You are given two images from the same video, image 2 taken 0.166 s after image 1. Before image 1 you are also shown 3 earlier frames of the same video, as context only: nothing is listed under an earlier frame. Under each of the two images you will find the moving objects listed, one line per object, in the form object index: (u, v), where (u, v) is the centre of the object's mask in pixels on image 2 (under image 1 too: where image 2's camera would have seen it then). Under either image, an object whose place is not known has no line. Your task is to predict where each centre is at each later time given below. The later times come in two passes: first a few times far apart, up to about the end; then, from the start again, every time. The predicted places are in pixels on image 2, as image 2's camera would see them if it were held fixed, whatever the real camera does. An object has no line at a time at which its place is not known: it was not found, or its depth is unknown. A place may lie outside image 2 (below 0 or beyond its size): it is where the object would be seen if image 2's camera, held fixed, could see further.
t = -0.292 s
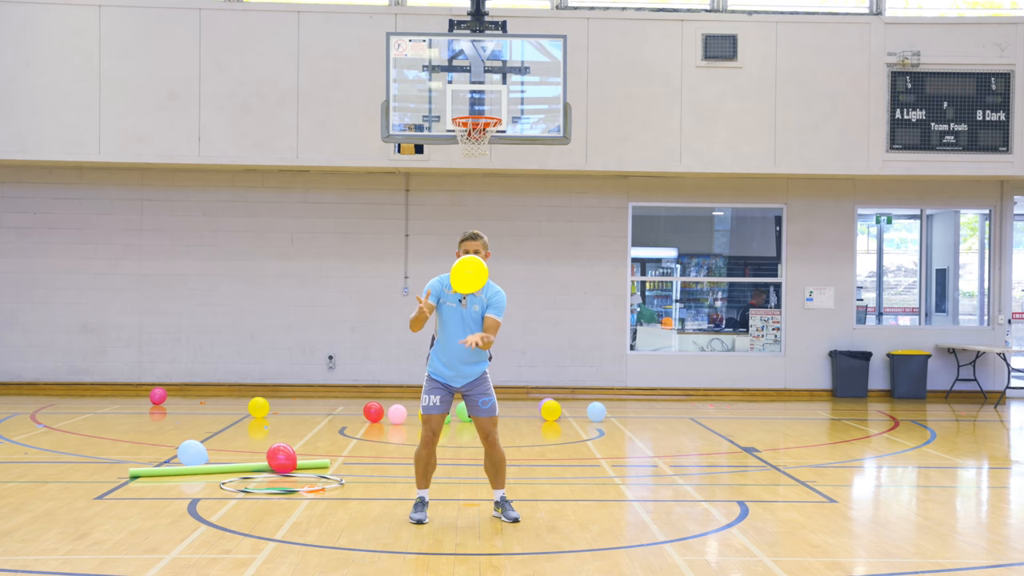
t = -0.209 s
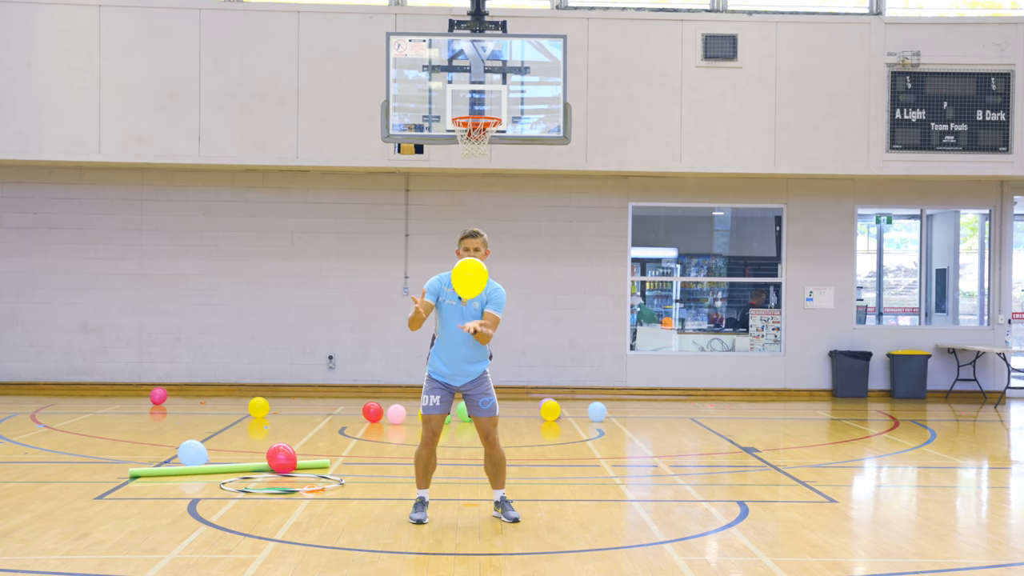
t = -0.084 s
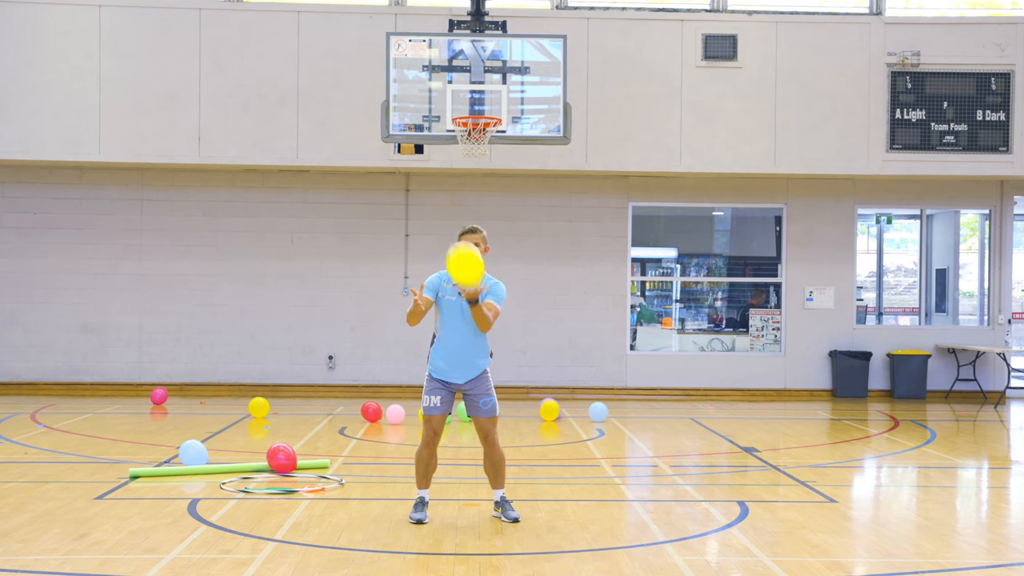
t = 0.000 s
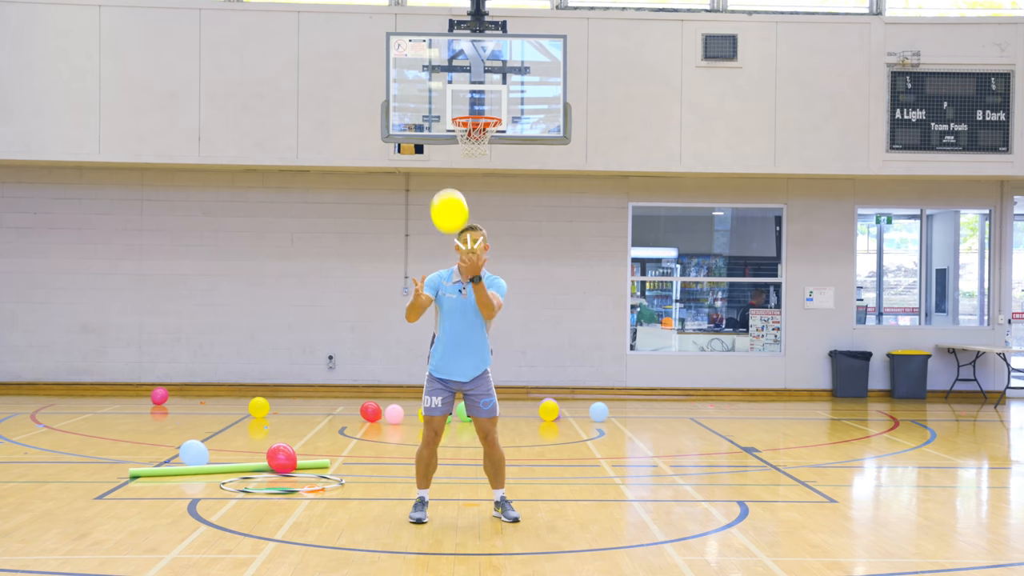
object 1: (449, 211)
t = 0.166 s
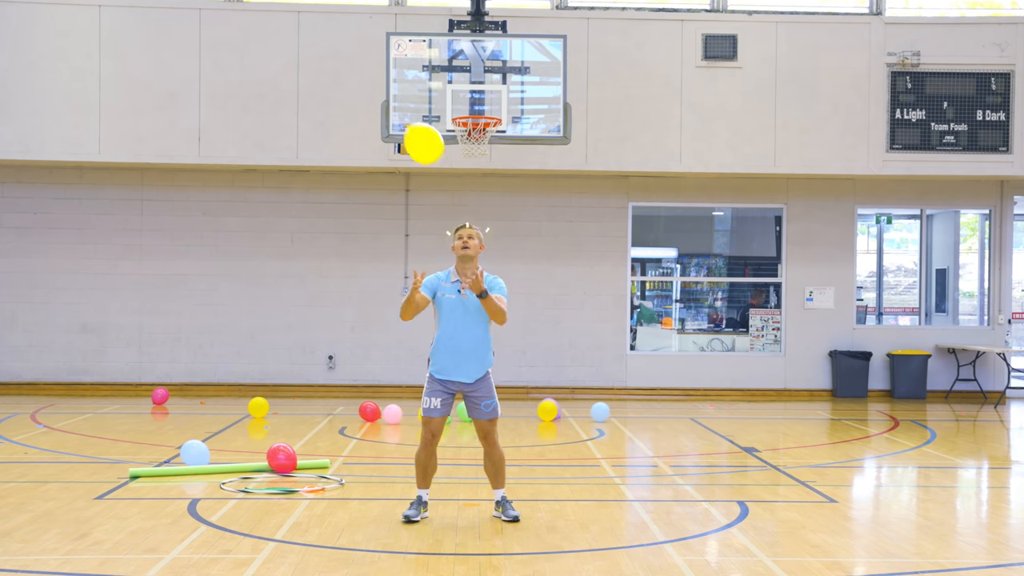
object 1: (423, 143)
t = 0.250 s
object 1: (410, 129)
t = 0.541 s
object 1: (388, 132)
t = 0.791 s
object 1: (382, 154)
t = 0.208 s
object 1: (417, 135)
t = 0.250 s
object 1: (410, 129)
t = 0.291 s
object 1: (404, 126)
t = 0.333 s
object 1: (400, 125)
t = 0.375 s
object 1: (396, 125)
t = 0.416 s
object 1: (393, 126)
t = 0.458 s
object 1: (391, 128)
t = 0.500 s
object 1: (389, 130)
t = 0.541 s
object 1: (388, 132)
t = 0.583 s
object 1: (386, 135)
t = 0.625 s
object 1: (385, 138)
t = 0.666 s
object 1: (384, 141)
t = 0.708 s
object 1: (384, 145)
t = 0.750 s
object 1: (383, 149)
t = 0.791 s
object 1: (382, 154)
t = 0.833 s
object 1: (382, 159)
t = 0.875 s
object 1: (382, 165)
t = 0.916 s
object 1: (382, 170)
